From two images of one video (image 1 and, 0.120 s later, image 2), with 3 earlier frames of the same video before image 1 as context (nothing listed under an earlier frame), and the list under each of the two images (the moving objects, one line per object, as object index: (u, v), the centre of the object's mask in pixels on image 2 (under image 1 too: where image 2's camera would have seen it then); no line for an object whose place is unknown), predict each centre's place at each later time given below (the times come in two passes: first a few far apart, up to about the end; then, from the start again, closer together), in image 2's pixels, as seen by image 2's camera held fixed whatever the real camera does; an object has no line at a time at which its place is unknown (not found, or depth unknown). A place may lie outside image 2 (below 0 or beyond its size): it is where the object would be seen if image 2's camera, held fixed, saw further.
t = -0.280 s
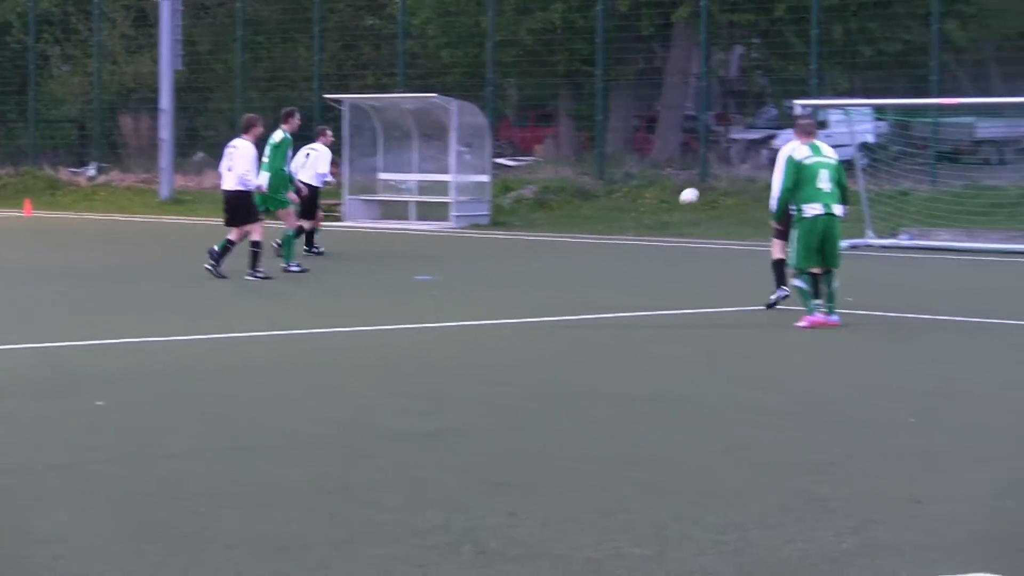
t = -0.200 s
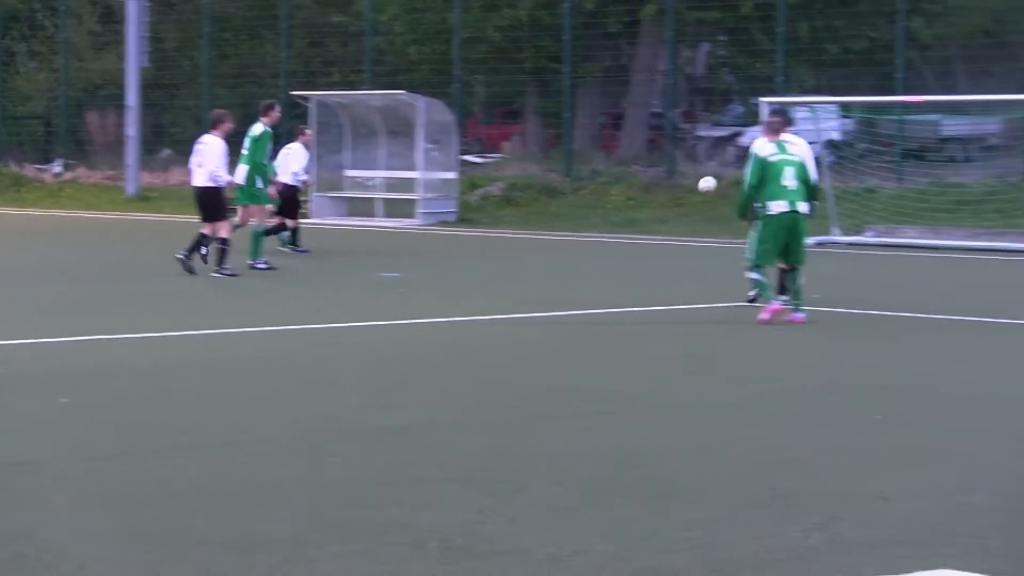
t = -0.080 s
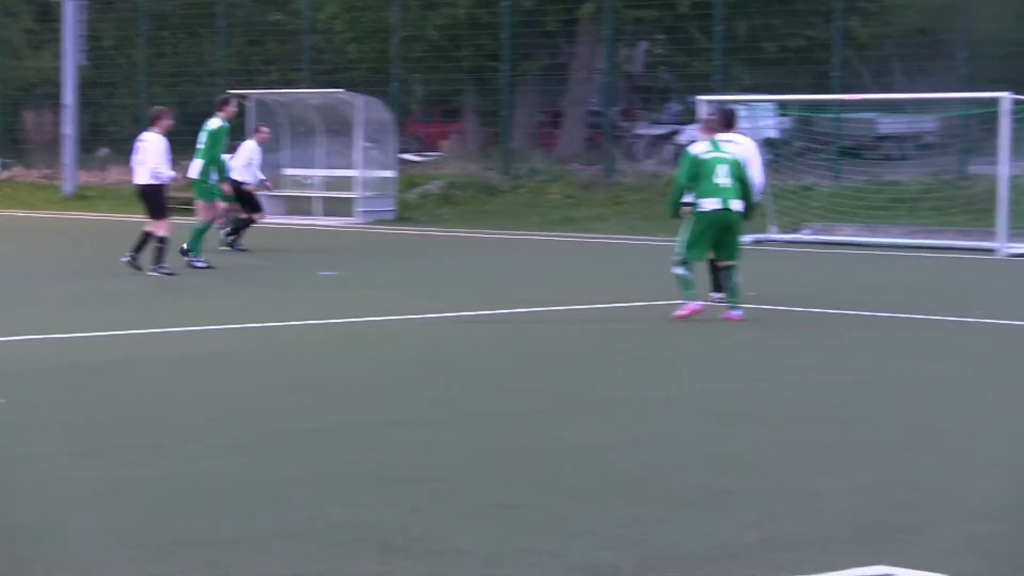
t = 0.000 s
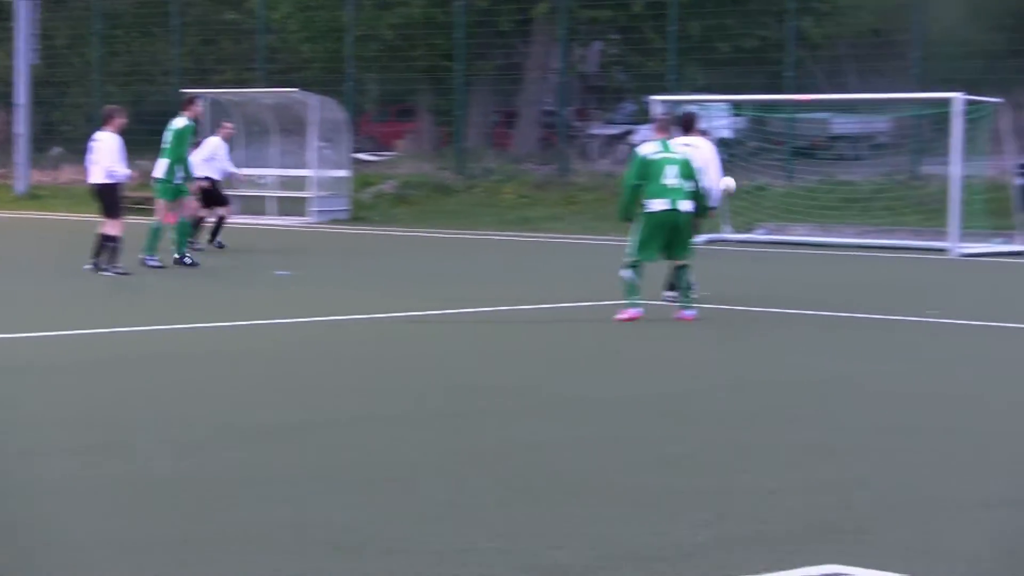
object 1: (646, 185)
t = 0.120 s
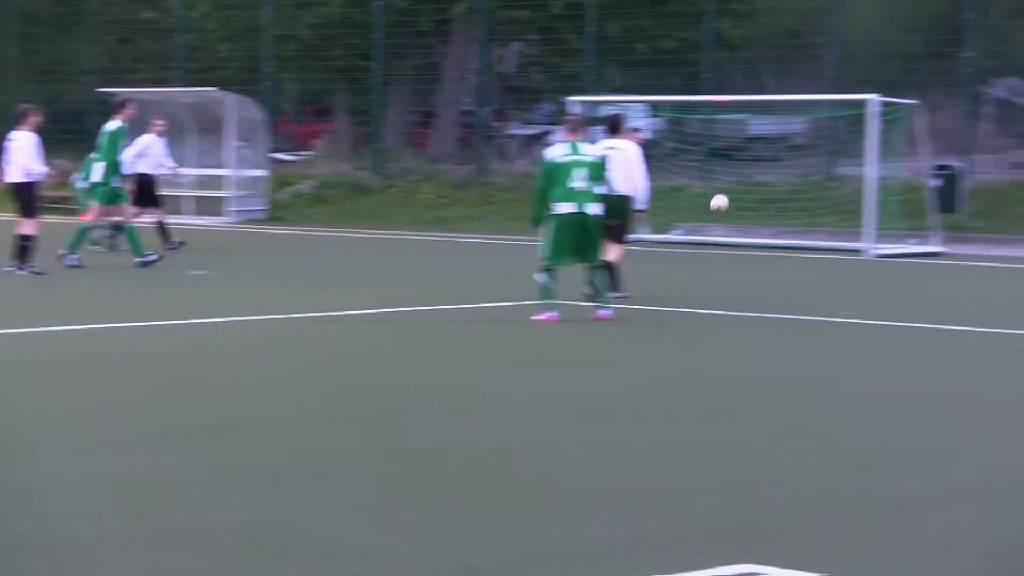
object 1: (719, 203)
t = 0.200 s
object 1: (768, 221)
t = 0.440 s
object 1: (906, 227)
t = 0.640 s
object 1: (1016, 208)
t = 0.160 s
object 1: (744, 211)
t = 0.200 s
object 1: (768, 221)
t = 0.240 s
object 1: (793, 233)
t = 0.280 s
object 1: (817, 246)
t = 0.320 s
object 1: (841, 256)
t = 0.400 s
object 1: (884, 235)
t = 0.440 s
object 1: (906, 227)
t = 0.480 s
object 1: (928, 221)
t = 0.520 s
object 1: (950, 215)
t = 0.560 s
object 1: (971, 211)
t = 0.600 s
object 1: (994, 209)
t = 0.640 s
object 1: (1016, 208)
